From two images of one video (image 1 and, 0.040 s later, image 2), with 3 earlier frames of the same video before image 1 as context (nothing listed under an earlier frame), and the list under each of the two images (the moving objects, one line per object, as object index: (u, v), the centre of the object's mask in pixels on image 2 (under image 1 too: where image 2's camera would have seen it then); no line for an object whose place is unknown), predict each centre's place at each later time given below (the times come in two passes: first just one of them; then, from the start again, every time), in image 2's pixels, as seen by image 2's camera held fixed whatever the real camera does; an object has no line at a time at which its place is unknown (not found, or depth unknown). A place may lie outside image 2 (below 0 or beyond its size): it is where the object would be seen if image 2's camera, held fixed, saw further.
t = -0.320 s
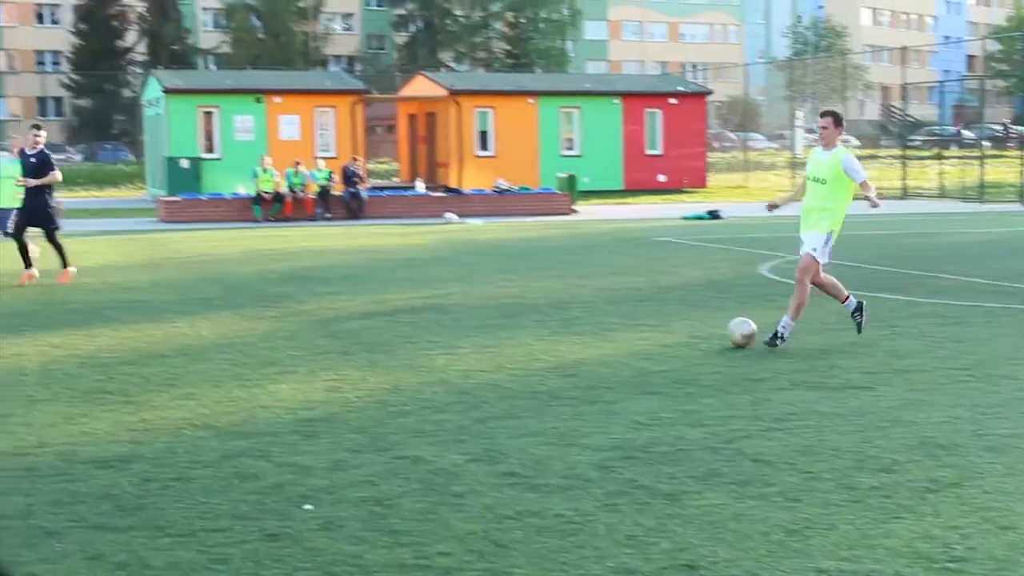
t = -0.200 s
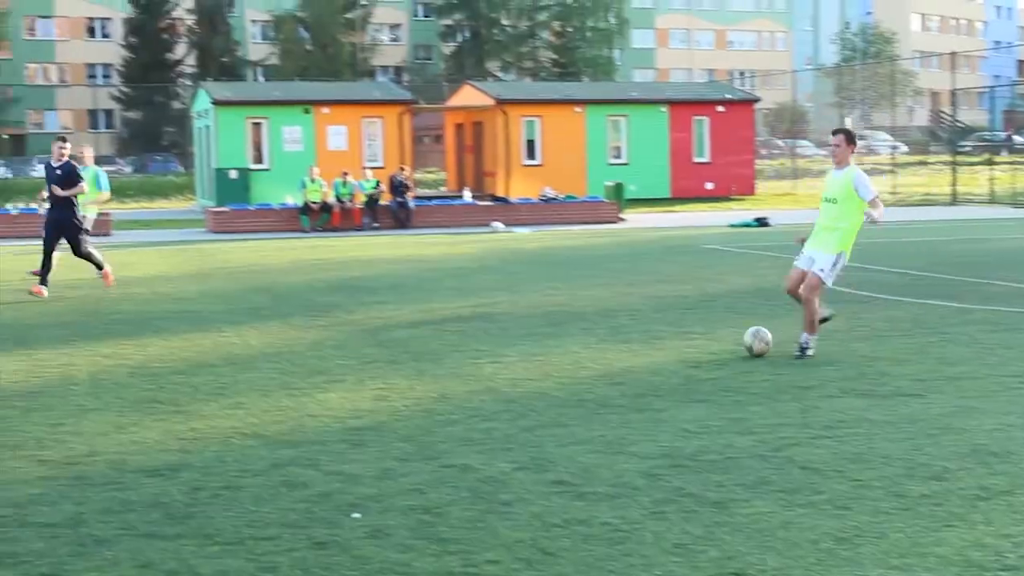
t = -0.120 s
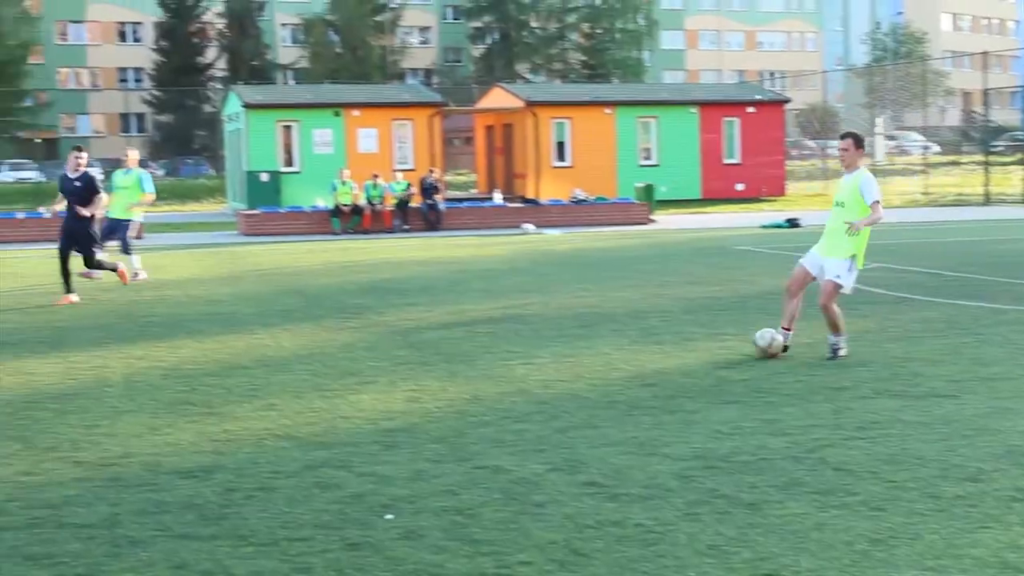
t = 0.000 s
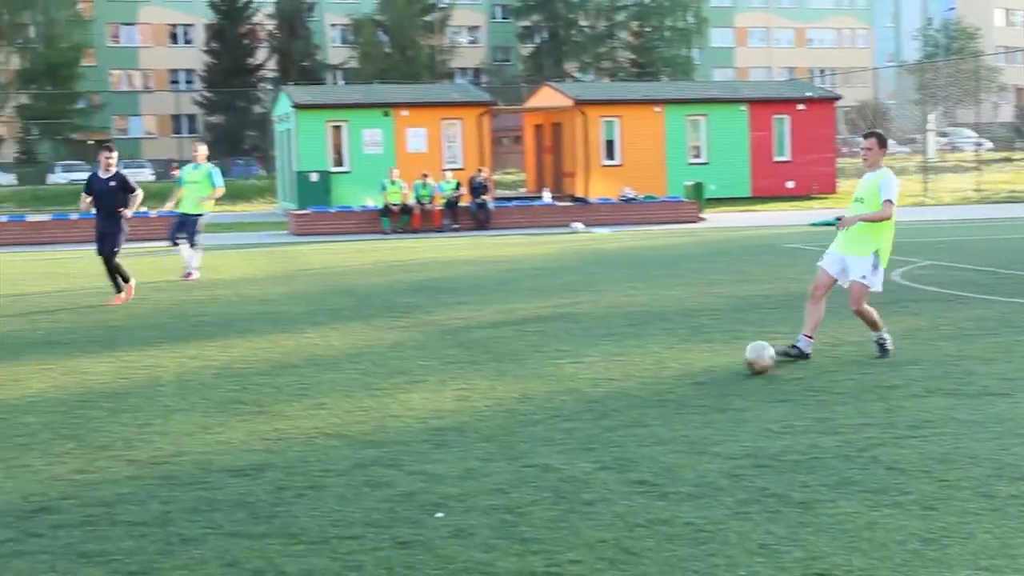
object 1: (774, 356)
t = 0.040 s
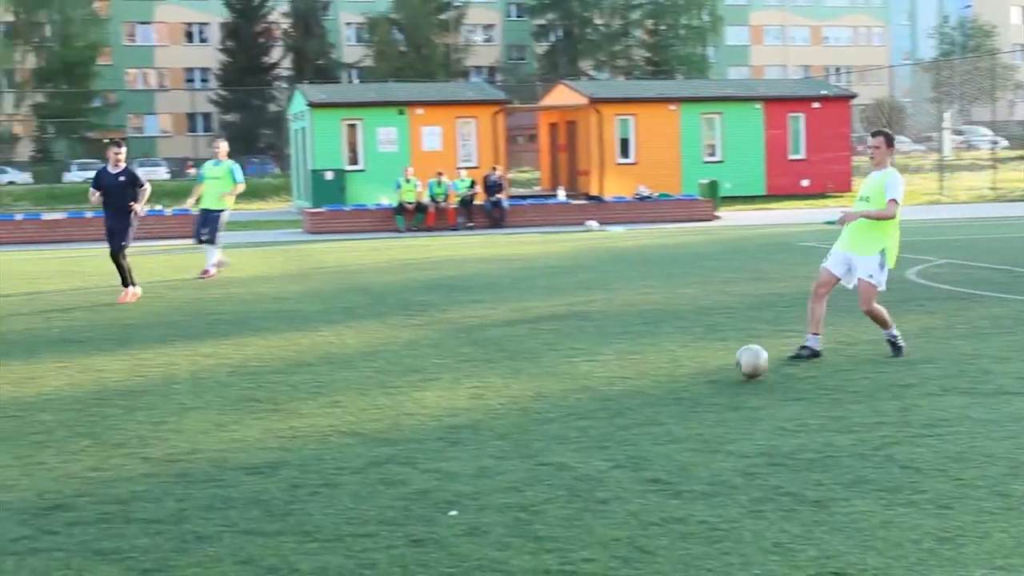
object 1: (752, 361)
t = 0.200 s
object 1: (655, 388)
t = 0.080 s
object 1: (728, 369)
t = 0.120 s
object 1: (705, 377)
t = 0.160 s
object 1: (680, 380)
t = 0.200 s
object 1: (655, 388)
